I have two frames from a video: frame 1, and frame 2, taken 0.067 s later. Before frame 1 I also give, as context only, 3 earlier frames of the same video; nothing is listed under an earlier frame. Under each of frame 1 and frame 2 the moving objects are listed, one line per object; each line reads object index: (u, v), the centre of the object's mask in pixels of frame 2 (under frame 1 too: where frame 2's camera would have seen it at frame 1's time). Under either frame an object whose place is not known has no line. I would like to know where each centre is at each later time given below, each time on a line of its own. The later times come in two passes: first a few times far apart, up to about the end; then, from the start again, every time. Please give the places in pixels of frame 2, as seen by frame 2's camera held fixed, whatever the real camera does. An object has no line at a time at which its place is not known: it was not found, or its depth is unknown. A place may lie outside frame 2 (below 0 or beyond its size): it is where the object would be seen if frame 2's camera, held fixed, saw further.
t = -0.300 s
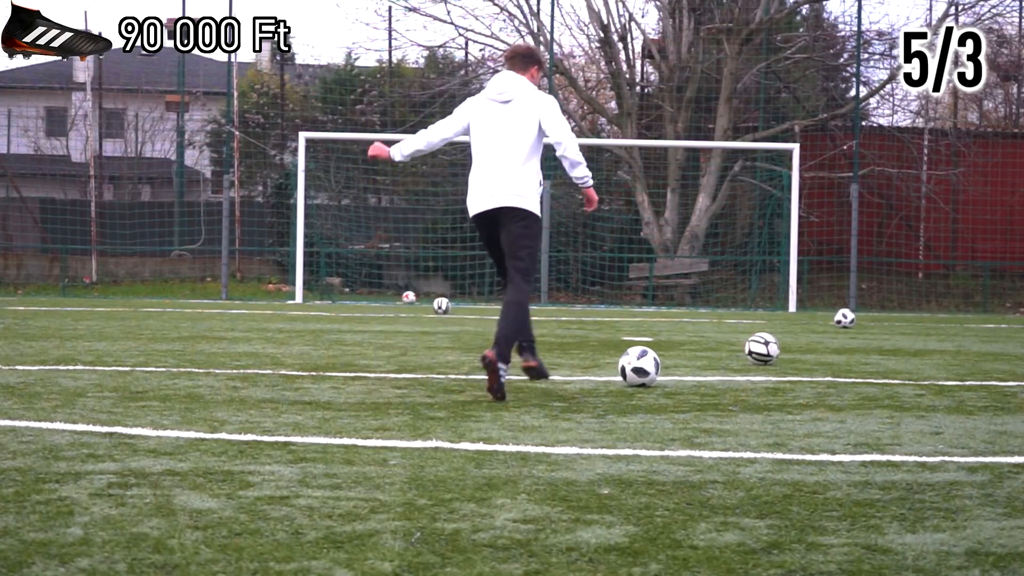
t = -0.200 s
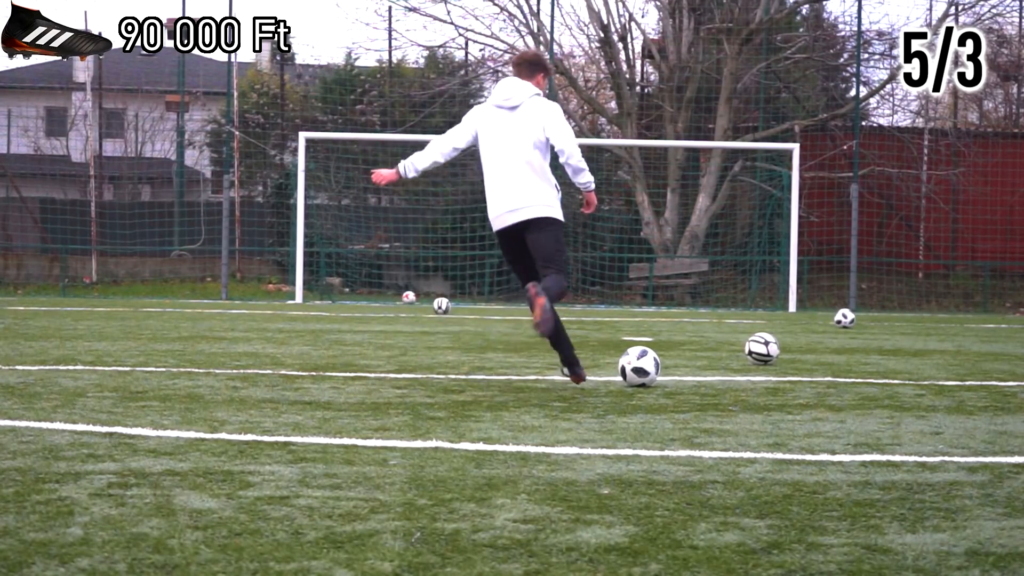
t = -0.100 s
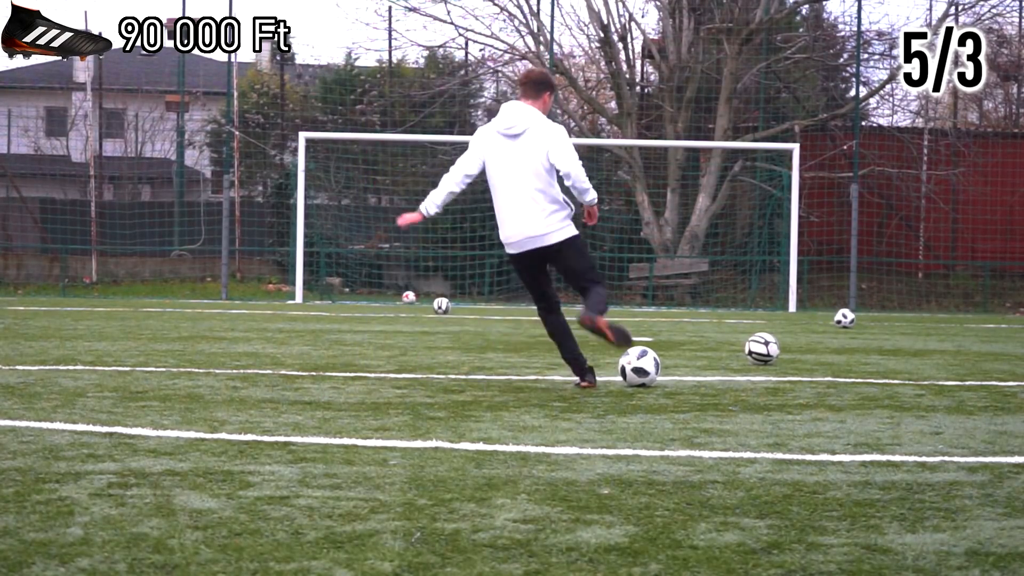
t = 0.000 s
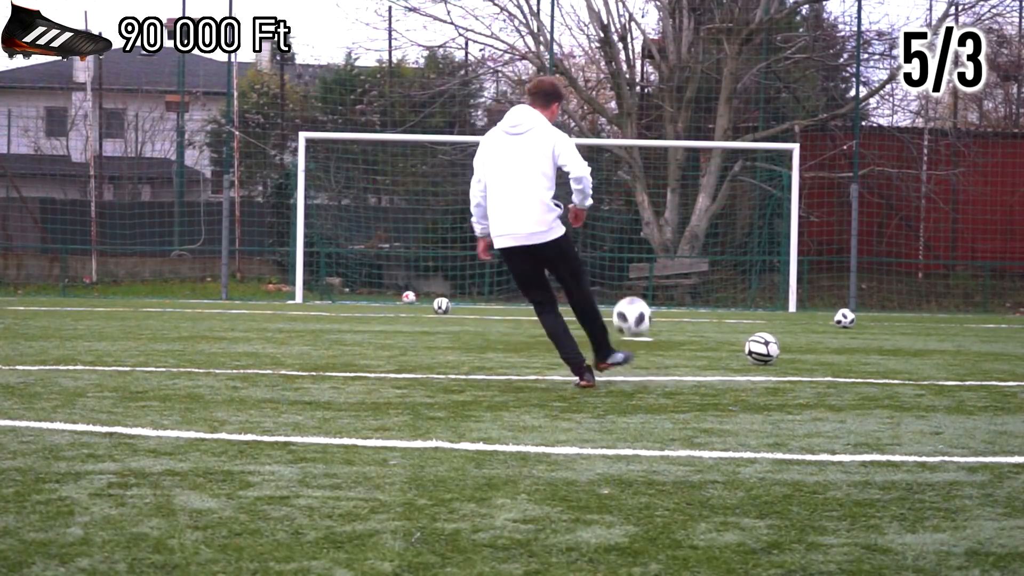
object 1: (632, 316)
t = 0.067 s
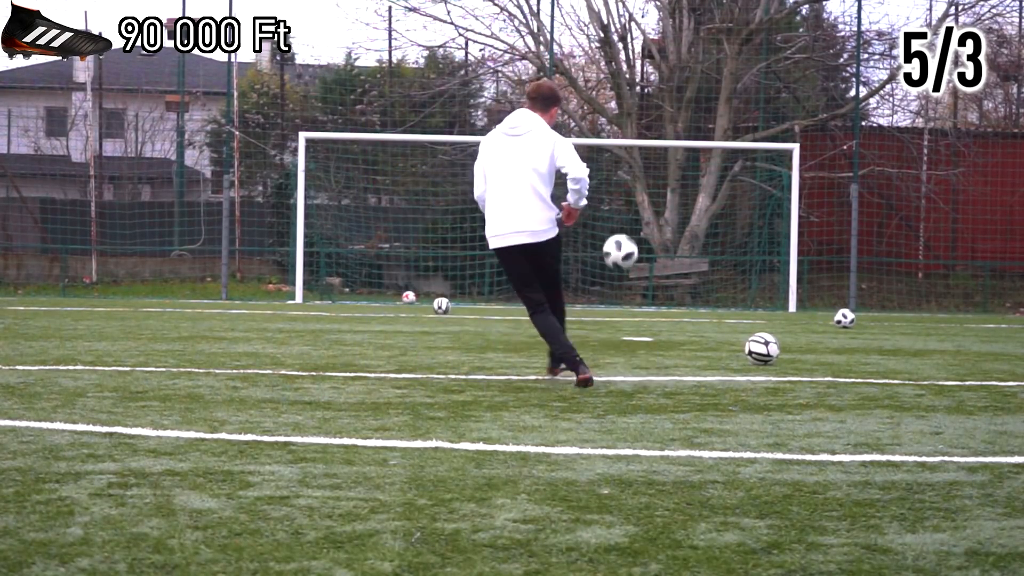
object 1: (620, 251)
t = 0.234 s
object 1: (594, 154)
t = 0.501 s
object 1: (563, 96)
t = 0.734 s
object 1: (541, 98)
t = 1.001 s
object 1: (518, 132)
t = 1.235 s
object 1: (506, 212)
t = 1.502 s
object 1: (507, 294)
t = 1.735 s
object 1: (512, 275)
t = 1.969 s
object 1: (517, 282)
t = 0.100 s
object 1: (614, 226)
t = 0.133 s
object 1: (609, 203)
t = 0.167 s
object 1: (604, 184)
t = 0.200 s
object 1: (599, 166)
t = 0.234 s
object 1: (594, 154)
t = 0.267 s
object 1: (590, 140)
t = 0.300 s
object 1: (585, 130)
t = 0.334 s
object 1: (582, 121)
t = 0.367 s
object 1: (577, 114)
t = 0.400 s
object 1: (574, 107)
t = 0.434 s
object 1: (570, 103)
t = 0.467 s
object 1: (566, 99)
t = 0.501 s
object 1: (563, 96)
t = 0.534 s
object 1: (560, 94)
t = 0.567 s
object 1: (557, 93)
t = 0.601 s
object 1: (553, 93)
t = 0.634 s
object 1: (550, 93)
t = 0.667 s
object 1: (547, 94)
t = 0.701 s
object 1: (544, 95)
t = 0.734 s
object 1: (541, 98)
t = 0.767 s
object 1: (538, 101)
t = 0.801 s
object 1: (535, 104)
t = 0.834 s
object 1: (532, 107)
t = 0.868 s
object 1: (530, 112)
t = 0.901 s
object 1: (526, 116)
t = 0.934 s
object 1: (523, 121)
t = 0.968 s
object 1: (521, 126)
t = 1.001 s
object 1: (518, 132)
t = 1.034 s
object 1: (515, 138)
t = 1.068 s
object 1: (512, 145)
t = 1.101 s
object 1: (510, 156)
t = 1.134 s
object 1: (509, 172)
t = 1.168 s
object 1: (507, 186)
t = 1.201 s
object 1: (506, 200)
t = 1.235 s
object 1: (506, 212)
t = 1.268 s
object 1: (506, 223)
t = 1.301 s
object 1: (506, 234)
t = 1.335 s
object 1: (506, 244)
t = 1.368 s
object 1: (506, 255)
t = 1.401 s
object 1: (507, 266)
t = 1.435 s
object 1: (507, 275)
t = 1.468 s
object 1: (507, 285)
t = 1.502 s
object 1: (507, 294)
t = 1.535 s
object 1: (507, 298)
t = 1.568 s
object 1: (508, 293)
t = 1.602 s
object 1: (509, 288)
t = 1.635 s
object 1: (510, 283)
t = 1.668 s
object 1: (511, 280)
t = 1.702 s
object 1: (511, 278)
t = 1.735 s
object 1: (512, 275)
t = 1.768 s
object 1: (513, 274)
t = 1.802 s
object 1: (514, 274)
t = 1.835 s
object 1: (514, 274)
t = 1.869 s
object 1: (515, 275)
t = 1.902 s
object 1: (516, 277)
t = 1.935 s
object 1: (517, 278)
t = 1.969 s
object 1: (517, 282)
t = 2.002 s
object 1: (518, 285)
